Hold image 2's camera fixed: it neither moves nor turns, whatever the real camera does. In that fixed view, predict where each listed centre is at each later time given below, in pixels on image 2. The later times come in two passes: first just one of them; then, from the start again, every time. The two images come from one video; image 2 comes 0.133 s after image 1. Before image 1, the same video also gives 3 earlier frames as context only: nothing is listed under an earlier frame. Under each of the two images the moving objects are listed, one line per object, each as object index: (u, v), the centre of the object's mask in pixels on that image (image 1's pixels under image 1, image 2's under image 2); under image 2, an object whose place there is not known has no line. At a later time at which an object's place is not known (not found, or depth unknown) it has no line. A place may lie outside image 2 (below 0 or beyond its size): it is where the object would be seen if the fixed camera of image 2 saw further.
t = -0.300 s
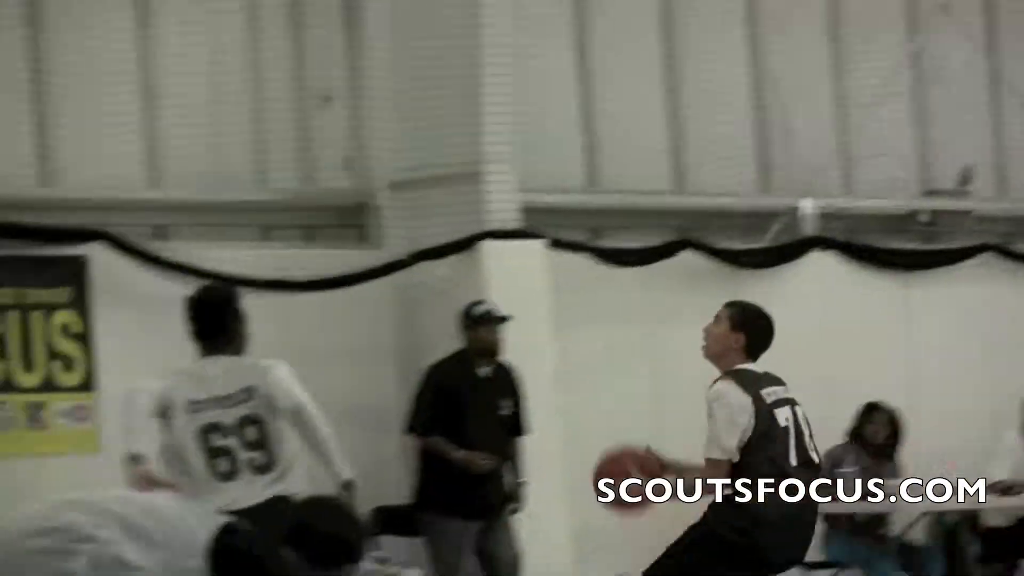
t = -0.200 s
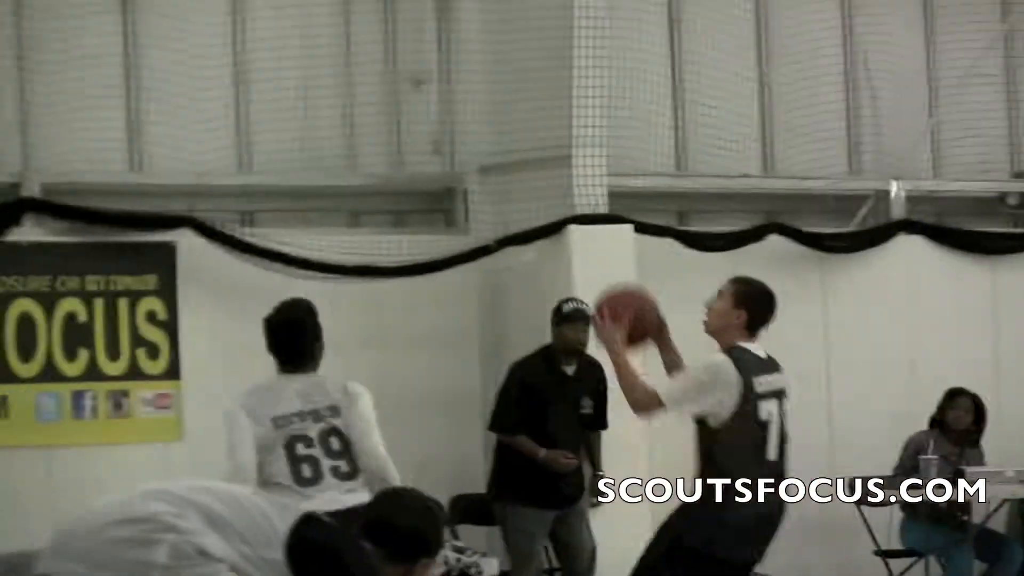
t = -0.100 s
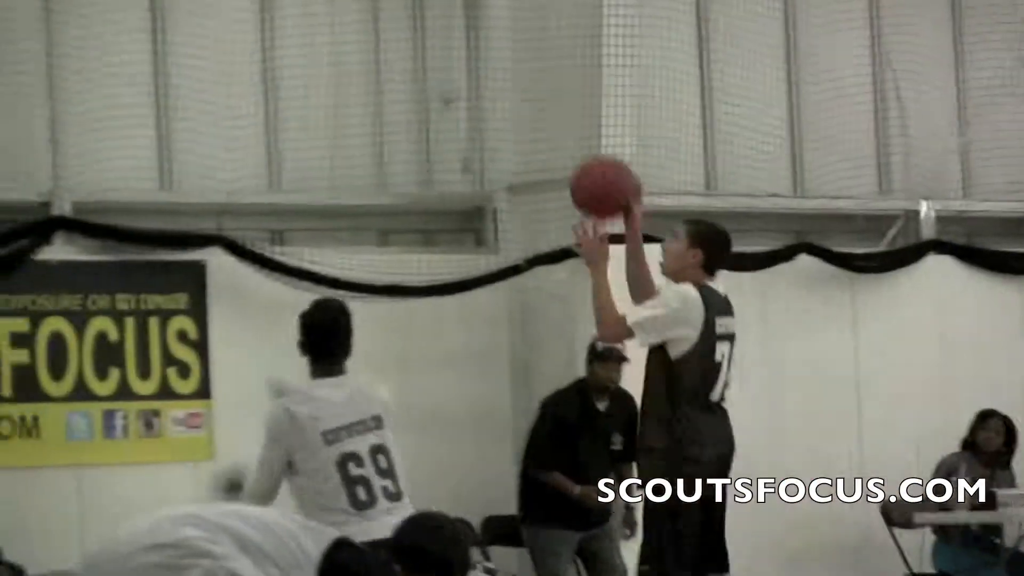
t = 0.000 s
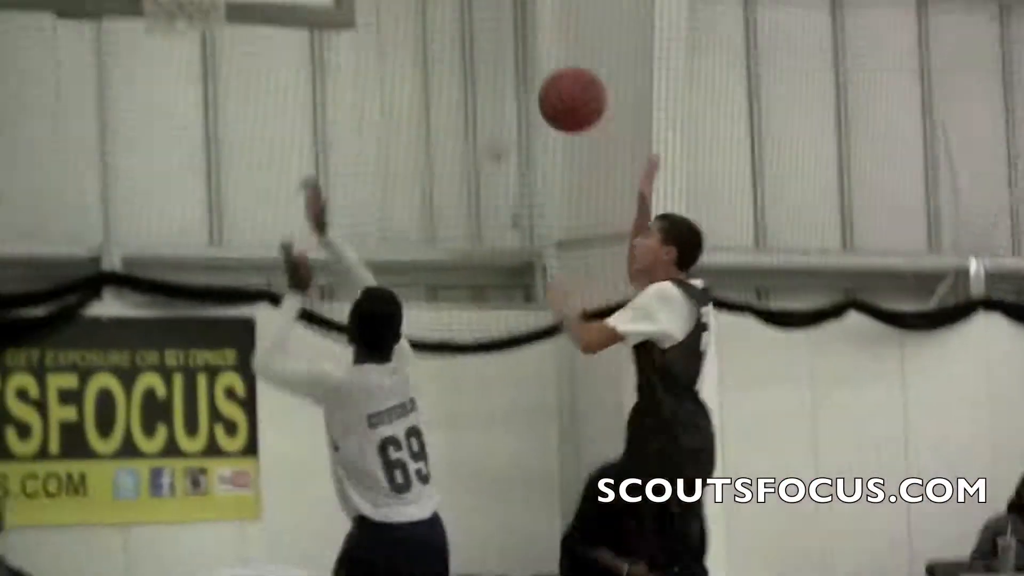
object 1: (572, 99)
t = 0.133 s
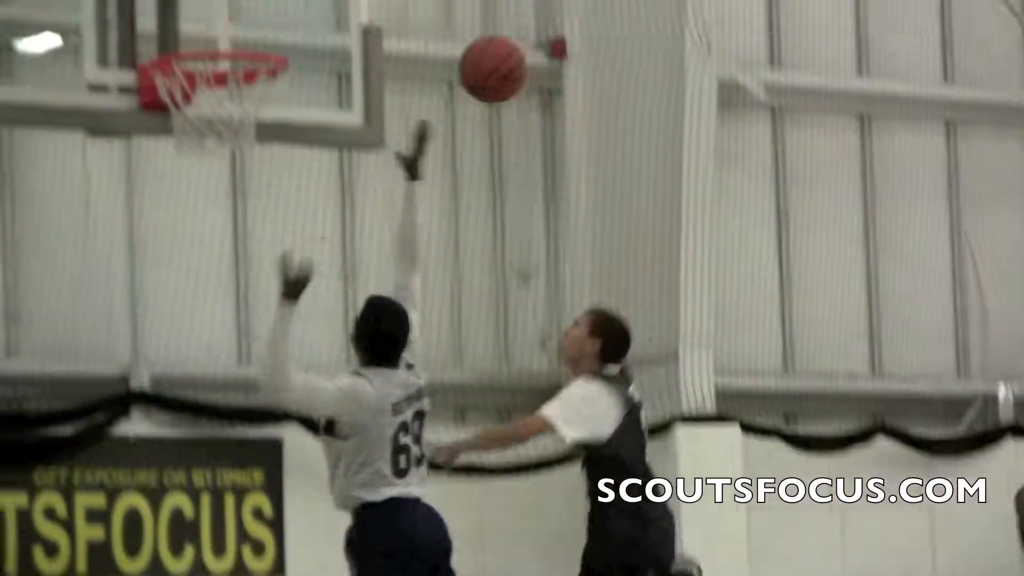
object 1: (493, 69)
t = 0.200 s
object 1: (440, 8)
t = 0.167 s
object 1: (467, 37)
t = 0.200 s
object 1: (440, 8)
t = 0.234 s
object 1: (410, -18)
